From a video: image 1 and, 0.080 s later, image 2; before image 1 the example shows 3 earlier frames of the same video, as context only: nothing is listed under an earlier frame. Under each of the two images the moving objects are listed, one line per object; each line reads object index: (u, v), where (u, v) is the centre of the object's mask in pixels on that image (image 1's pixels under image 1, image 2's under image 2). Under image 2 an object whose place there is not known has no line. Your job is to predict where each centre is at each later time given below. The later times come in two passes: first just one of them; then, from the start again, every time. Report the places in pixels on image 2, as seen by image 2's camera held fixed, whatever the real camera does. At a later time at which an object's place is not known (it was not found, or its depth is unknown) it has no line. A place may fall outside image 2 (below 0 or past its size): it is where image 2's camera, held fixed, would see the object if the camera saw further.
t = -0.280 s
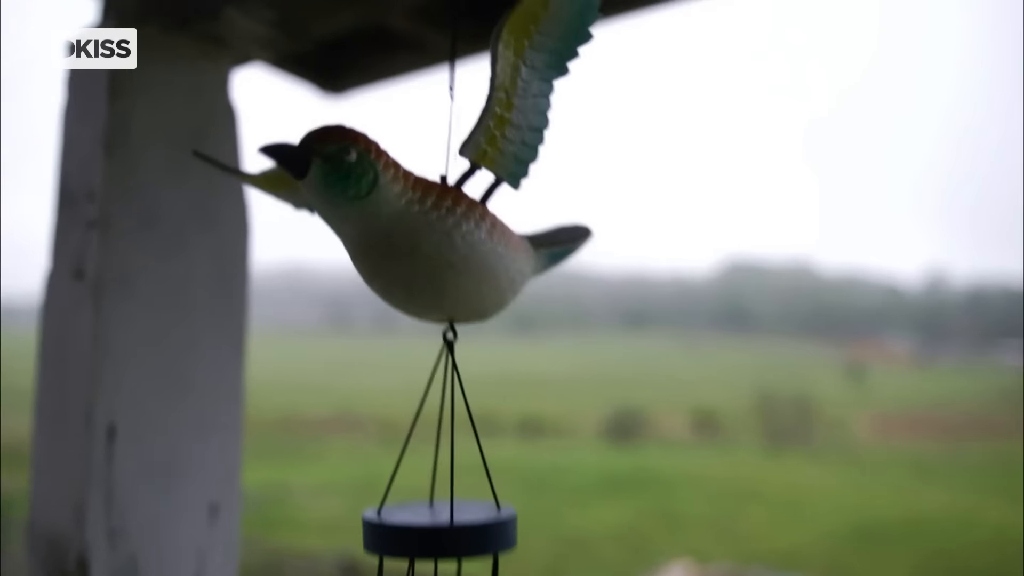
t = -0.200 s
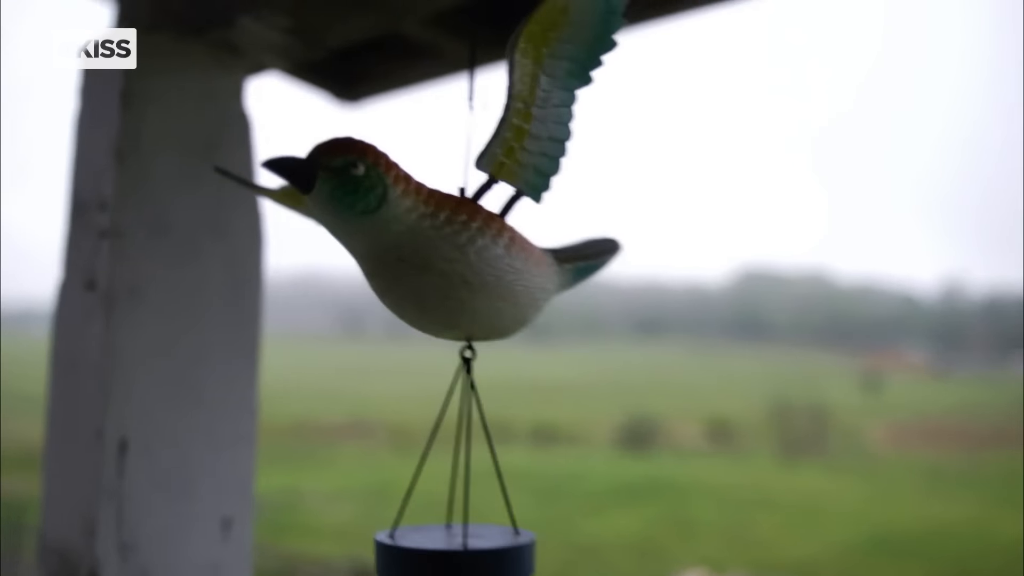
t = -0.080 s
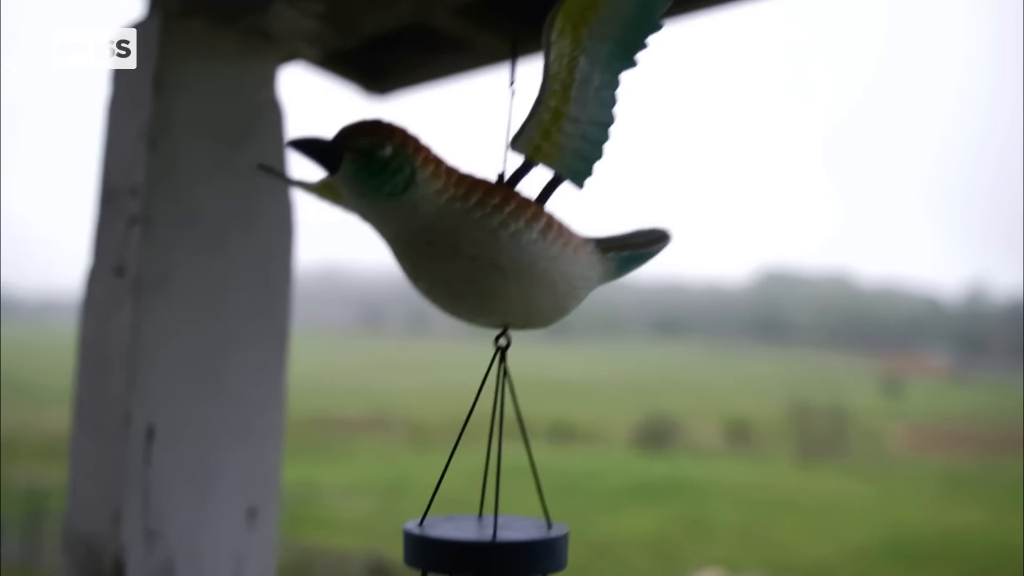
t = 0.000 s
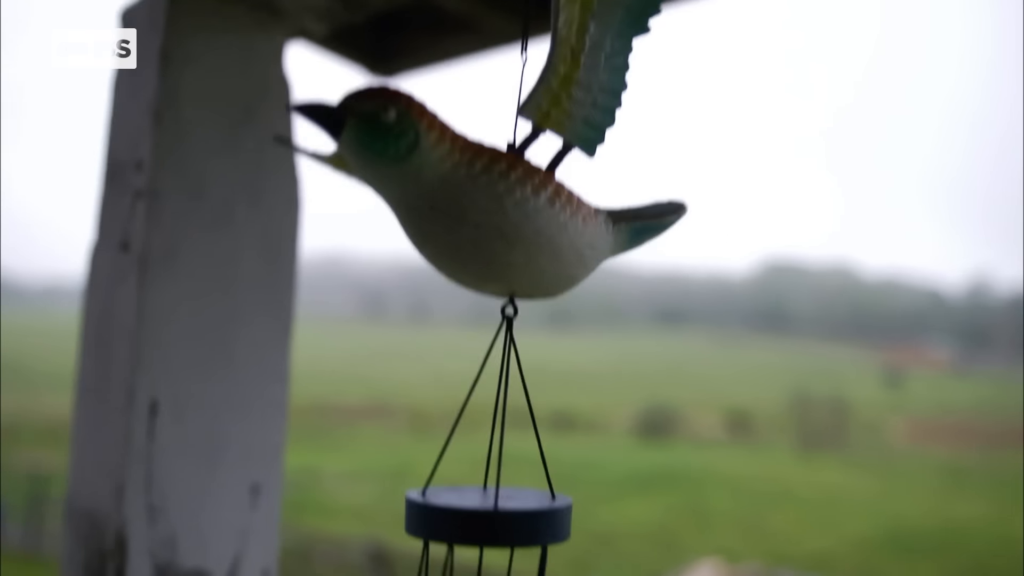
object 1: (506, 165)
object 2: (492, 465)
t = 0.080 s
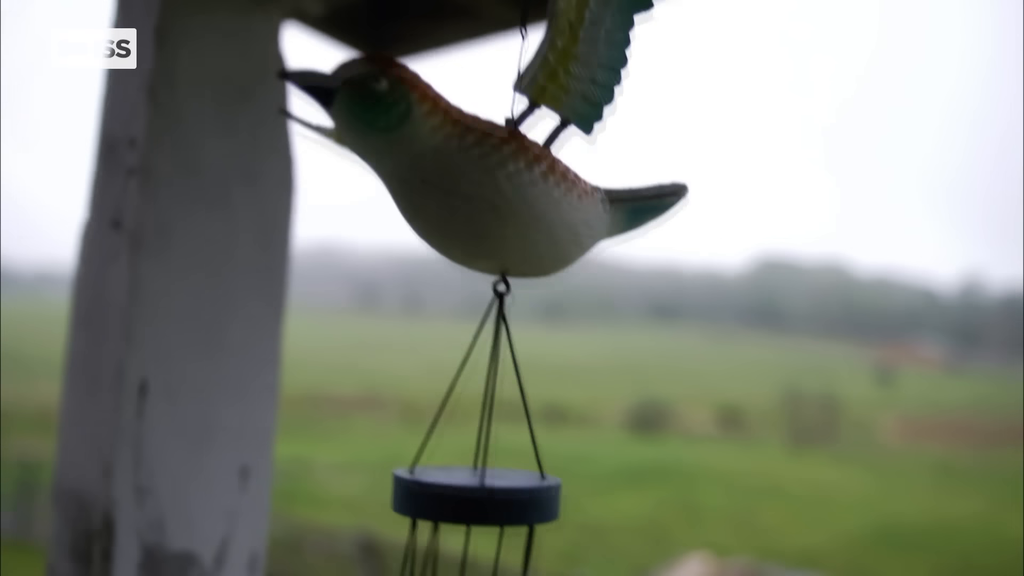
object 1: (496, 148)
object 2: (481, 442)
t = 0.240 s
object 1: (494, 150)
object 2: (483, 439)
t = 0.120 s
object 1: (495, 147)
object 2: (479, 439)
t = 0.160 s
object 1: (492, 149)
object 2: (478, 442)
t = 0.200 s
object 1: (493, 149)
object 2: (477, 443)
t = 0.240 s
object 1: (494, 150)
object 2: (483, 439)
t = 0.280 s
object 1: (494, 150)
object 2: (483, 443)
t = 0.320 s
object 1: (501, 150)
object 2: (494, 436)
